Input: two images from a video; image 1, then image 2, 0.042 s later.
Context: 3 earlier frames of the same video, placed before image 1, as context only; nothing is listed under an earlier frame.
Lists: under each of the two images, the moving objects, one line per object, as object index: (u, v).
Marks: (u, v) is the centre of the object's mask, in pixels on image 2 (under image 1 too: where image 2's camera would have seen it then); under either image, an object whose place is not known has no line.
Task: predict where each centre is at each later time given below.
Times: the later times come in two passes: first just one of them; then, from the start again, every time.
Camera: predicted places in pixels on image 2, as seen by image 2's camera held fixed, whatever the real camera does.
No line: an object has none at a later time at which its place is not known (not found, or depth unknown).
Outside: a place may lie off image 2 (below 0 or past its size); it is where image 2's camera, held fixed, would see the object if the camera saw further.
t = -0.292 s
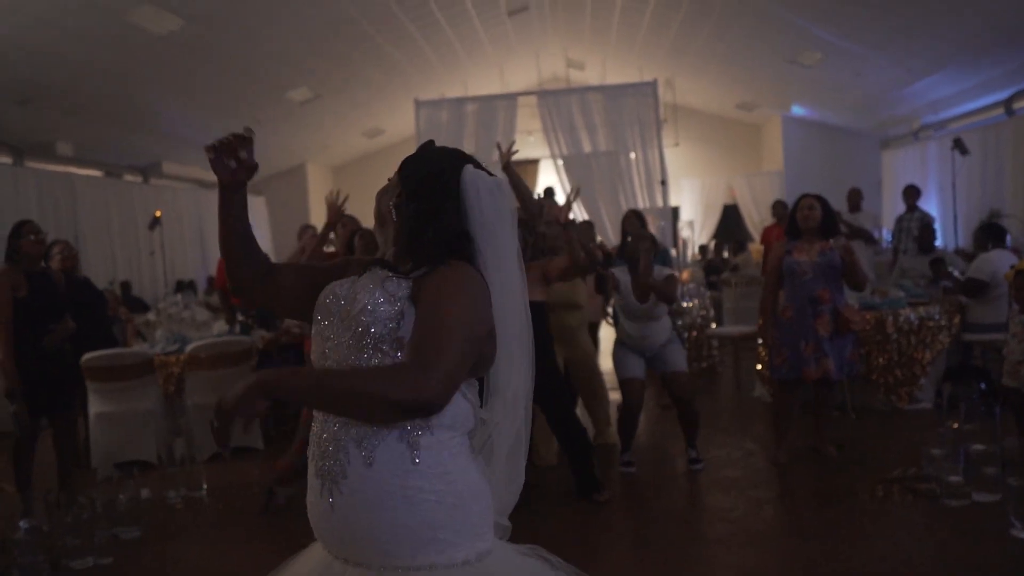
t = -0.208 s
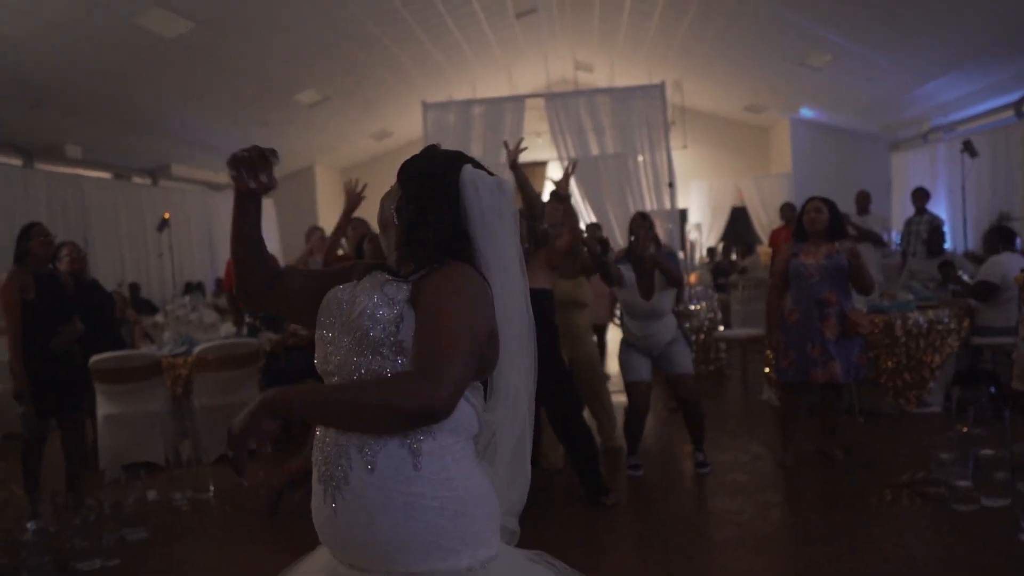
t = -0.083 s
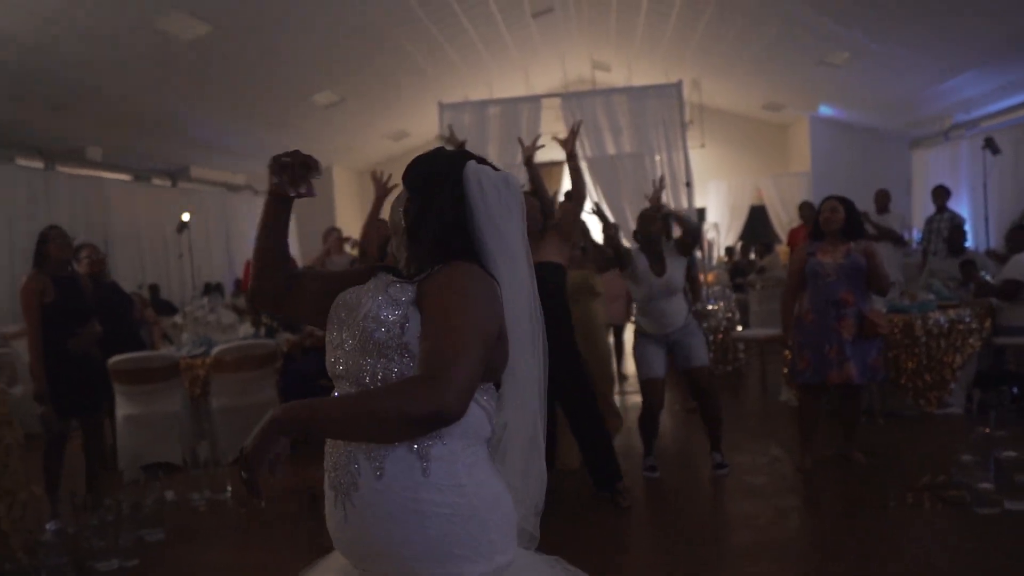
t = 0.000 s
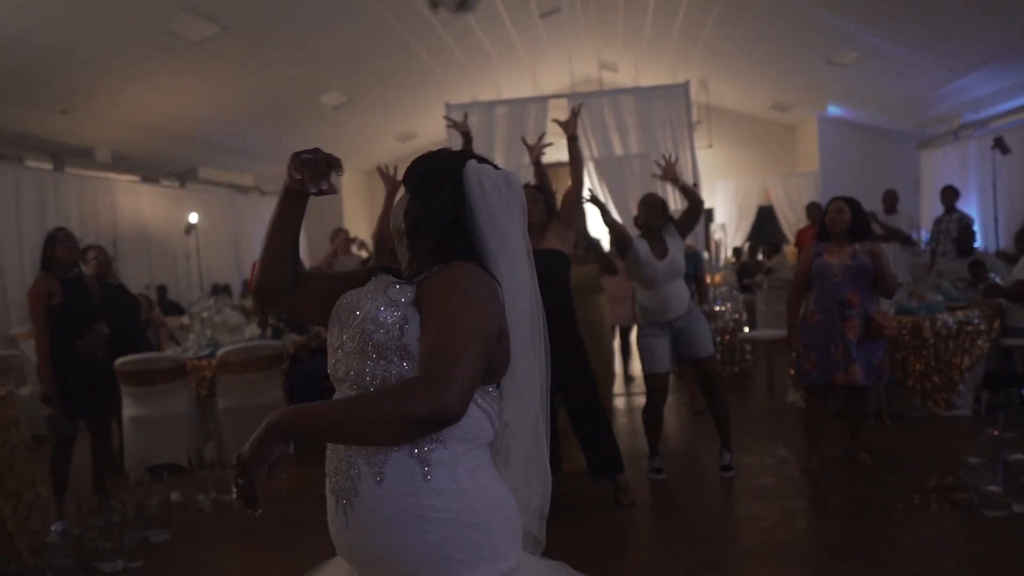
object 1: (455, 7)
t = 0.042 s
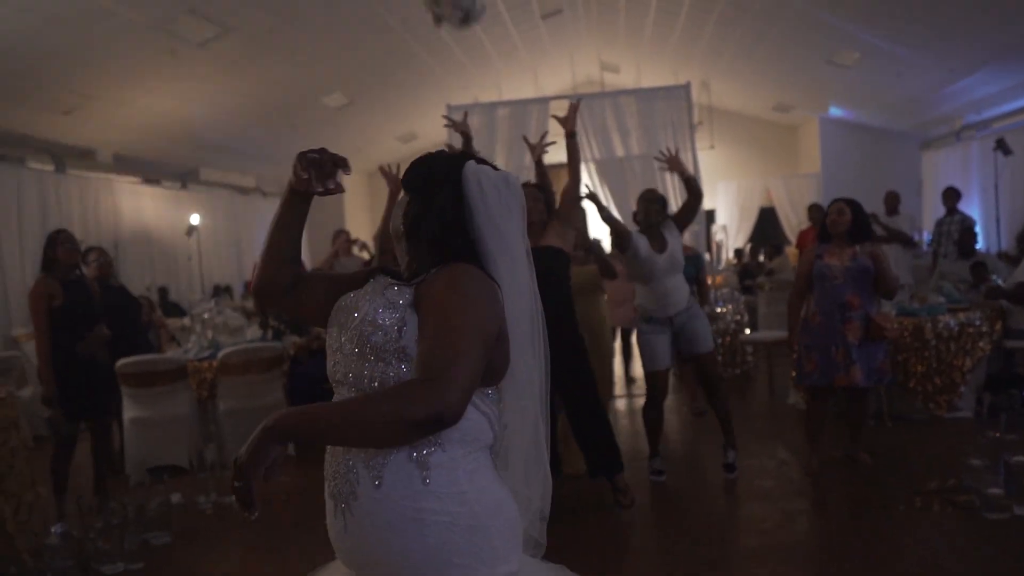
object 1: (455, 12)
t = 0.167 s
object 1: (460, 49)
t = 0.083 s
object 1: (455, 21)
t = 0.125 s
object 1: (458, 27)
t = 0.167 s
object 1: (460, 49)
